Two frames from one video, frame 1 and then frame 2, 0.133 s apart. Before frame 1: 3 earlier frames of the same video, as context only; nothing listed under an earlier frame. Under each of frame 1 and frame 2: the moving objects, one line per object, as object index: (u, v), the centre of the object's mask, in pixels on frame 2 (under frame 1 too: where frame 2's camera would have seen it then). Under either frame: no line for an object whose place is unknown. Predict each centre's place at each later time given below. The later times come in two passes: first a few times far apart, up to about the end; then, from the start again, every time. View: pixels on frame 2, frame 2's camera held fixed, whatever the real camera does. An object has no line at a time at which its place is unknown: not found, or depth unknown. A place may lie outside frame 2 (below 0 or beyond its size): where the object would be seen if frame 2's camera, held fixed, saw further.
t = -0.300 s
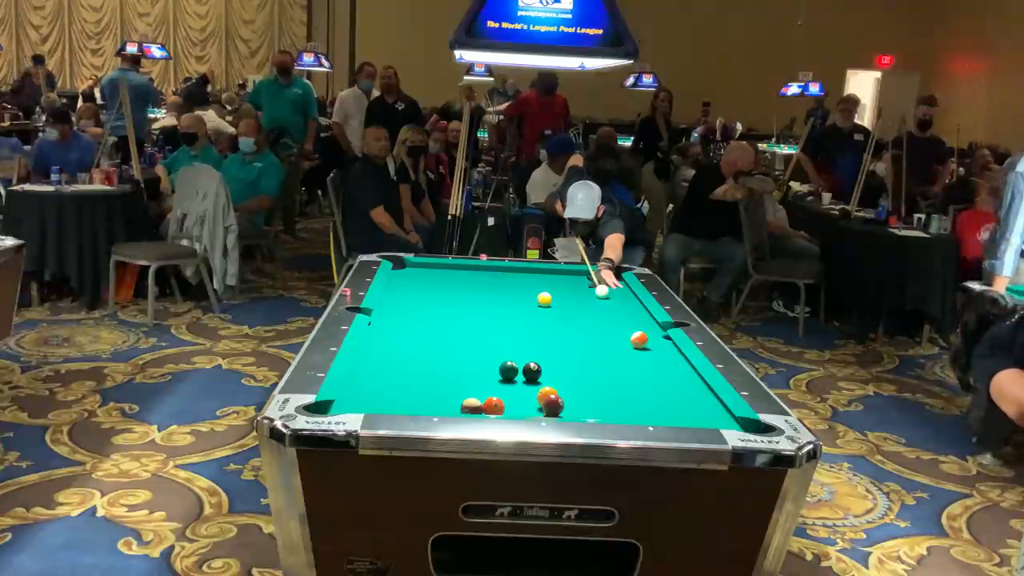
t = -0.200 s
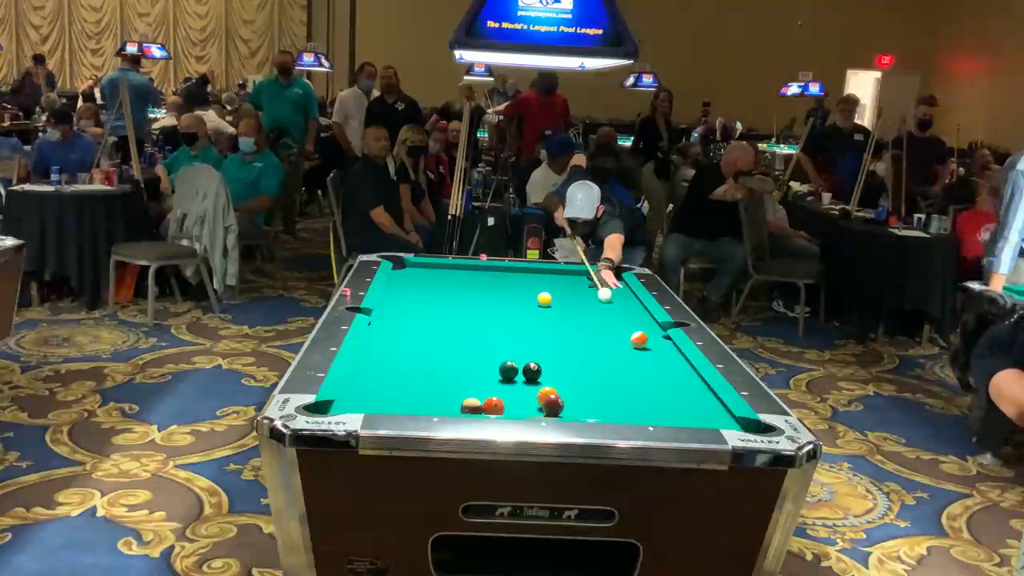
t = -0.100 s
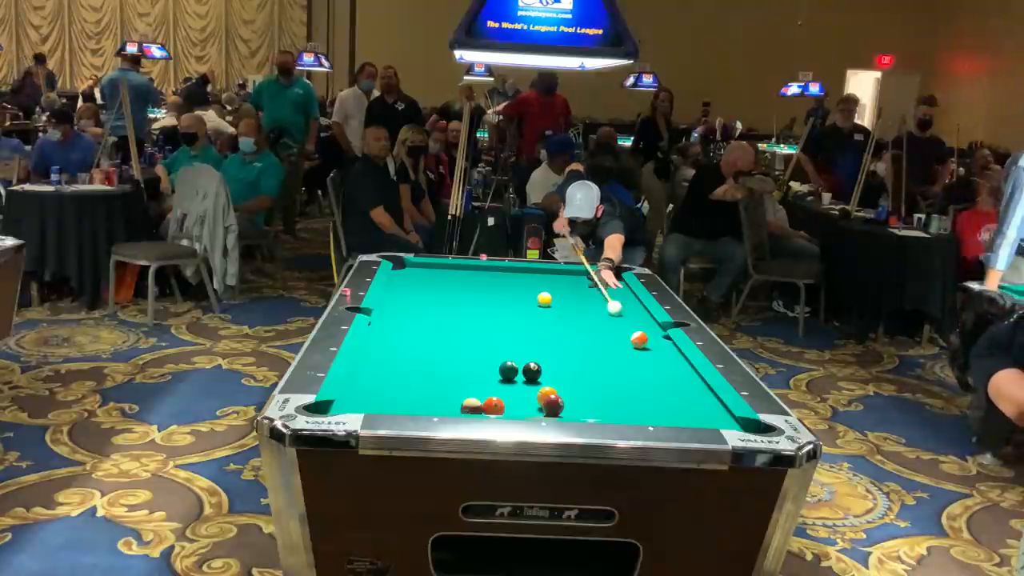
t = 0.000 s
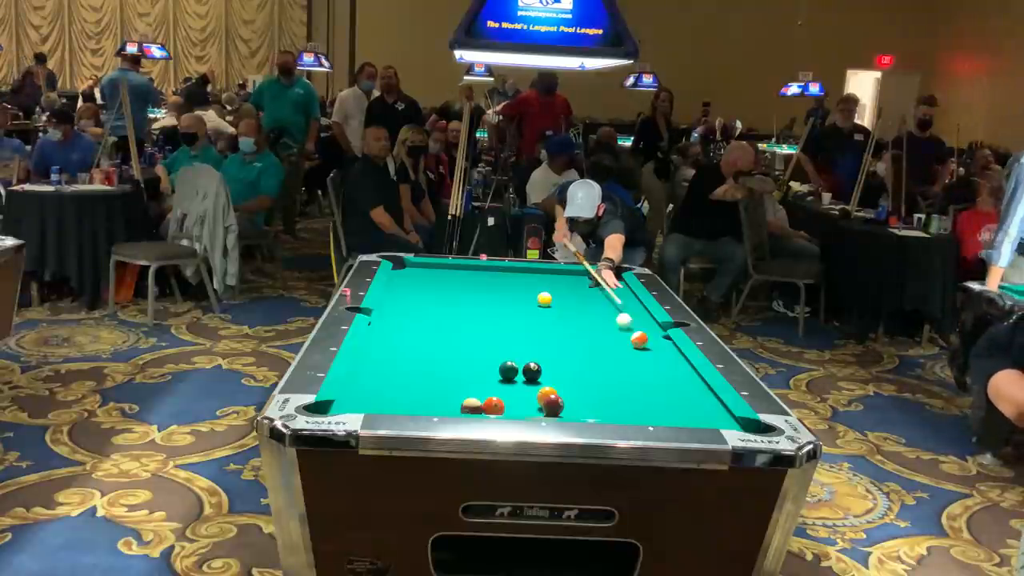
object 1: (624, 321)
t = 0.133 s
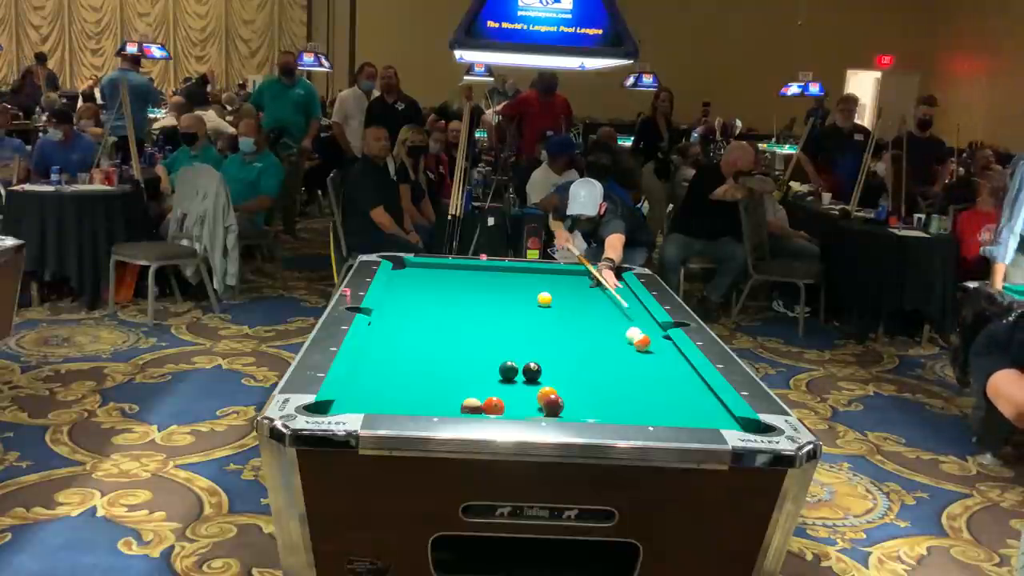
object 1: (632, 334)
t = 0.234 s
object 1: (633, 337)
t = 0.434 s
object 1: (632, 342)
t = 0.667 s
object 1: (631, 348)
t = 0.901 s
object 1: (631, 355)
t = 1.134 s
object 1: (630, 361)
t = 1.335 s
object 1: (630, 366)
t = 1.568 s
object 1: (631, 372)
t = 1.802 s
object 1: (631, 377)
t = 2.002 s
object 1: (632, 382)
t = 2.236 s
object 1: (633, 387)
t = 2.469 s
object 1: (634, 392)
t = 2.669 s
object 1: (634, 395)
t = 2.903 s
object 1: (636, 399)
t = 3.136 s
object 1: (638, 401)
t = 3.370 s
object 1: (639, 404)
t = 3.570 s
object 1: (641, 406)
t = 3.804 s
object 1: (643, 407)
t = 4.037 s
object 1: (644, 408)
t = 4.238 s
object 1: (645, 408)
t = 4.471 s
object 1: (646, 408)
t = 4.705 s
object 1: (646, 408)
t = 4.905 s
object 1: (646, 408)
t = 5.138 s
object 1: (646, 408)
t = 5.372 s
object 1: (646, 408)
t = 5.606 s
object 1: (646, 408)
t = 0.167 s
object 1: (633, 335)
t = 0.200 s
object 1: (633, 336)
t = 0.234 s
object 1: (633, 337)
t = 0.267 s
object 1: (632, 338)
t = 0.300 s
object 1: (632, 339)
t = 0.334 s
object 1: (632, 339)
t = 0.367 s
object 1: (632, 340)
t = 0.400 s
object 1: (632, 341)
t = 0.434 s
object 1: (632, 342)
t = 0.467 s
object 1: (632, 343)
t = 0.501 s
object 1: (632, 344)
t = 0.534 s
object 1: (632, 345)
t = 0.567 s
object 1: (631, 346)
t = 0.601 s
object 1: (631, 347)
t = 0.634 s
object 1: (631, 348)
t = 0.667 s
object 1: (631, 348)
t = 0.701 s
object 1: (631, 349)
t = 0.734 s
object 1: (631, 350)
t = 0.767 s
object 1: (631, 351)
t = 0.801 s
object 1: (631, 352)
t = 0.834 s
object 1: (631, 353)
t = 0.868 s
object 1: (631, 354)
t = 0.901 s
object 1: (631, 355)
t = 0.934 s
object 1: (630, 356)
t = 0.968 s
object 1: (630, 357)
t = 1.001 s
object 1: (630, 358)
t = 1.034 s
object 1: (630, 358)
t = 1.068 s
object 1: (630, 359)
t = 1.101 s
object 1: (630, 360)
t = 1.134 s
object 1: (630, 361)
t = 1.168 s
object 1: (630, 362)
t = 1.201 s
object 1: (630, 363)
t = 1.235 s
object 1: (630, 364)
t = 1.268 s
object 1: (630, 365)
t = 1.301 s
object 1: (630, 365)
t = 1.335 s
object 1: (630, 366)
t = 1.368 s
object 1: (630, 367)
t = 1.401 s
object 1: (631, 368)
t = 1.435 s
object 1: (631, 369)
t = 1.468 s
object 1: (630, 369)
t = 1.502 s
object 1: (631, 370)
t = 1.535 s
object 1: (631, 371)
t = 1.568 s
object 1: (631, 372)
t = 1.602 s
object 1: (631, 373)
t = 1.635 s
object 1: (631, 373)
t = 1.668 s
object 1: (631, 374)
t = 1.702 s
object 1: (631, 375)
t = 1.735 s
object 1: (631, 376)
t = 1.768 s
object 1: (631, 377)
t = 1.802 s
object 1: (631, 377)
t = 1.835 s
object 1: (631, 378)
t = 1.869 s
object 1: (631, 379)
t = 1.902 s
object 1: (631, 380)
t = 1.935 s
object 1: (631, 380)
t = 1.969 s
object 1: (632, 381)
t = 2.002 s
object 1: (632, 382)
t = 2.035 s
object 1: (632, 382)
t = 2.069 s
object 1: (632, 383)
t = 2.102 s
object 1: (632, 384)
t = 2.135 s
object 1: (633, 385)
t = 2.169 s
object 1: (633, 385)
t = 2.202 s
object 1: (633, 386)
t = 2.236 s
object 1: (633, 387)
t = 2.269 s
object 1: (633, 387)
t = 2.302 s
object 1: (633, 388)
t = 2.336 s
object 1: (633, 388)
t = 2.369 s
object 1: (633, 389)
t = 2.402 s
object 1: (634, 390)
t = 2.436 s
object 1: (634, 390)
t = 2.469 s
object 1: (634, 392)
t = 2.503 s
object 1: (634, 392)
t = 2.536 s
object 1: (634, 392)
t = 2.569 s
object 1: (634, 393)
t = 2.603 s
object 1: (634, 394)
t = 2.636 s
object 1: (634, 394)
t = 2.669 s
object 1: (634, 395)
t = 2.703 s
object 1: (635, 396)
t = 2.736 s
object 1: (635, 396)
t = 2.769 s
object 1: (635, 396)
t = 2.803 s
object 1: (635, 397)
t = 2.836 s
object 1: (636, 398)
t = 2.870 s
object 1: (636, 398)
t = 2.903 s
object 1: (636, 399)
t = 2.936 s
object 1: (636, 399)
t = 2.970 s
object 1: (637, 399)
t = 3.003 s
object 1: (637, 400)
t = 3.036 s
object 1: (637, 400)
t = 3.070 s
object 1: (637, 401)
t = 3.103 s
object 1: (638, 401)
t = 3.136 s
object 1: (638, 401)
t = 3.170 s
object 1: (638, 402)
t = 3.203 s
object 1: (638, 402)
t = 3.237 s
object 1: (638, 403)
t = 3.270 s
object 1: (639, 403)
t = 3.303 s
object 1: (639, 403)
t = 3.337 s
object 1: (639, 404)
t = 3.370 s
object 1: (639, 404)
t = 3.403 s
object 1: (639, 405)
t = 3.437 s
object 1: (640, 405)
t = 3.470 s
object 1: (640, 405)
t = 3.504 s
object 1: (640, 406)
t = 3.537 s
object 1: (640, 406)
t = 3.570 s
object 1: (641, 406)
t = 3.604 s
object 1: (641, 406)
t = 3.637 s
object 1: (641, 406)
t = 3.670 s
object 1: (641, 406)
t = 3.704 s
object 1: (642, 407)
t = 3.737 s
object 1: (642, 407)
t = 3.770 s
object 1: (642, 407)
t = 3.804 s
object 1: (643, 407)
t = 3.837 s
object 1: (643, 407)
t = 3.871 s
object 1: (643, 408)
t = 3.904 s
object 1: (644, 408)
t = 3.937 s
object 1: (644, 408)
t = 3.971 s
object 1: (644, 408)
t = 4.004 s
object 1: (644, 408)
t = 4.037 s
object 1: (644, 408)
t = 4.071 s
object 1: (644, 408)
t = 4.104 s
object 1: (644, 408)
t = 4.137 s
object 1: (644, 408)
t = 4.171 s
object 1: (645, 408)
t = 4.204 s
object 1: (645, 408)
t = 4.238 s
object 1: (645, 408)
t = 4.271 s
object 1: (645, 408)
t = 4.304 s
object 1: (645, 408)
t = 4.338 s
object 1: (645, 408)
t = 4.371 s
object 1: (646, 408)
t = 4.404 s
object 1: (646, 408)
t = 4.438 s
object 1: (646, 408)
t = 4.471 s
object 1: (646, 408)
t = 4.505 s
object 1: (646, 408)
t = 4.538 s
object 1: (646, 408)
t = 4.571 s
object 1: (646, 408)
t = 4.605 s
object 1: (646, 408)
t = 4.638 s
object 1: (646, 408)
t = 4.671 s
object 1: (646, 408)
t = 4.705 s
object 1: (646, 408)
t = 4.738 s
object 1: (646, 408)
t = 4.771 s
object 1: (646, 408)
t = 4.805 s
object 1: (646, 408)
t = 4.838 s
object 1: (646, 408)
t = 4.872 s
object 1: (646, 408)
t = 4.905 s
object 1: (646, 408)
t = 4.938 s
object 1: (646, 408)
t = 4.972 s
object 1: (646, 408)
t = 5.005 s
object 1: (646, 408)
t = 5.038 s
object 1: (646, 408)
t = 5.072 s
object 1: (646, 408)
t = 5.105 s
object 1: (646, 408)
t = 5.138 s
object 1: (646, 408)
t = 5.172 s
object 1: (646, 408)
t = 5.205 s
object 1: (646, 408)
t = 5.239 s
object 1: (646, 408)
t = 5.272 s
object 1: (646, 408)
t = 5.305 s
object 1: (646, 408)
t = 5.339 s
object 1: (646, 408)
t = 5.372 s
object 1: (646, 408)
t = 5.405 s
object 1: (646, 408)
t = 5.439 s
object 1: (646, 408)
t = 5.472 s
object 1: (646, 408)
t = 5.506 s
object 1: (646, 408)
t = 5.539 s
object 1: (646, 408)
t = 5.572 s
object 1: (646, 408)
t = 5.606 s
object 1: (646, 408)
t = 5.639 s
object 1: (646, 408)
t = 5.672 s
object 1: (646, 408)
